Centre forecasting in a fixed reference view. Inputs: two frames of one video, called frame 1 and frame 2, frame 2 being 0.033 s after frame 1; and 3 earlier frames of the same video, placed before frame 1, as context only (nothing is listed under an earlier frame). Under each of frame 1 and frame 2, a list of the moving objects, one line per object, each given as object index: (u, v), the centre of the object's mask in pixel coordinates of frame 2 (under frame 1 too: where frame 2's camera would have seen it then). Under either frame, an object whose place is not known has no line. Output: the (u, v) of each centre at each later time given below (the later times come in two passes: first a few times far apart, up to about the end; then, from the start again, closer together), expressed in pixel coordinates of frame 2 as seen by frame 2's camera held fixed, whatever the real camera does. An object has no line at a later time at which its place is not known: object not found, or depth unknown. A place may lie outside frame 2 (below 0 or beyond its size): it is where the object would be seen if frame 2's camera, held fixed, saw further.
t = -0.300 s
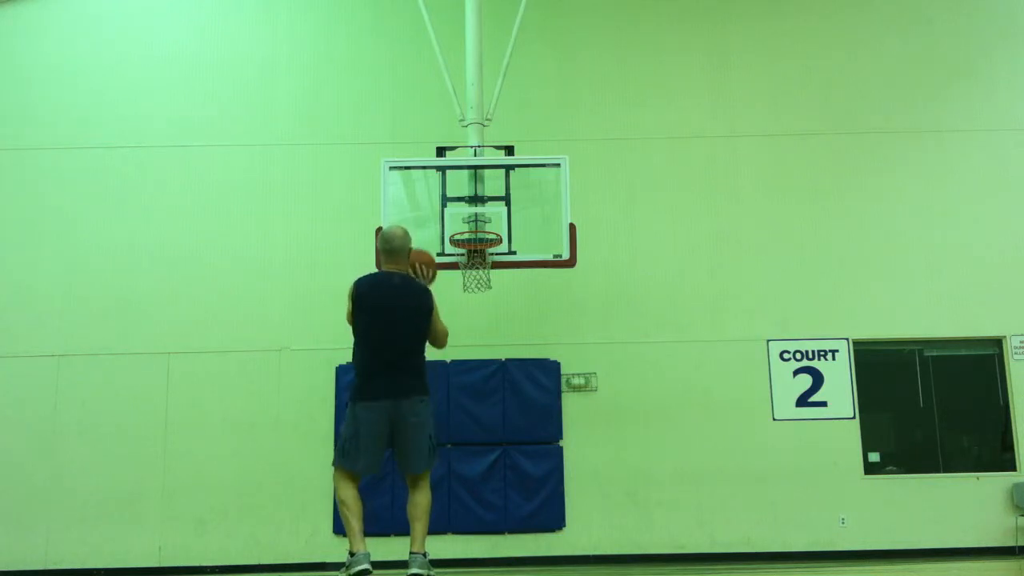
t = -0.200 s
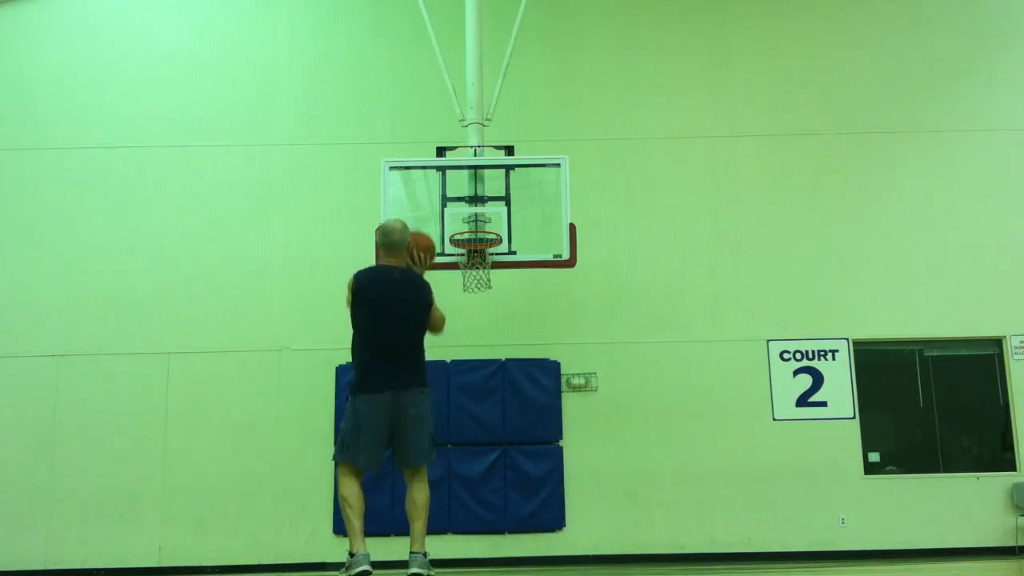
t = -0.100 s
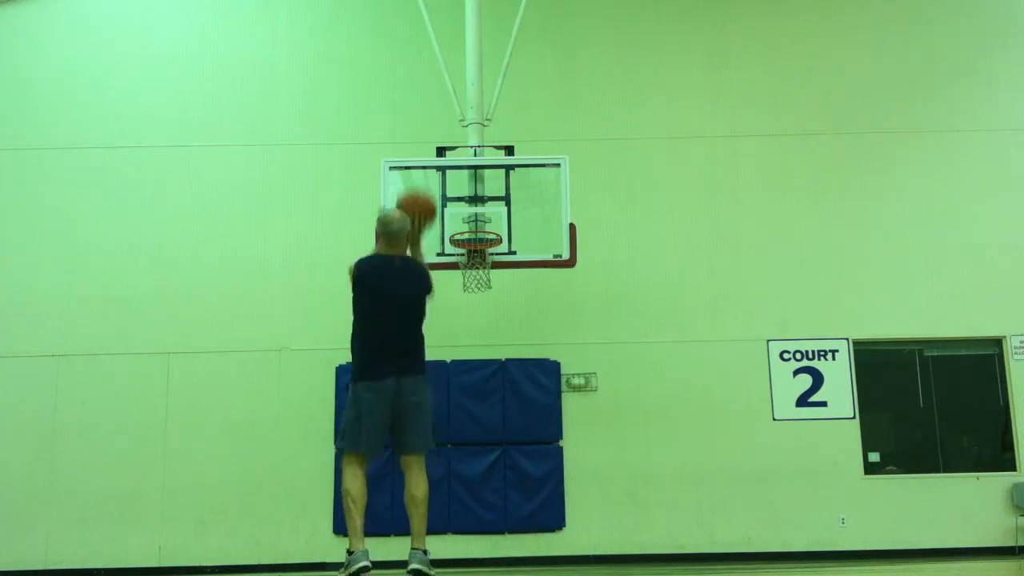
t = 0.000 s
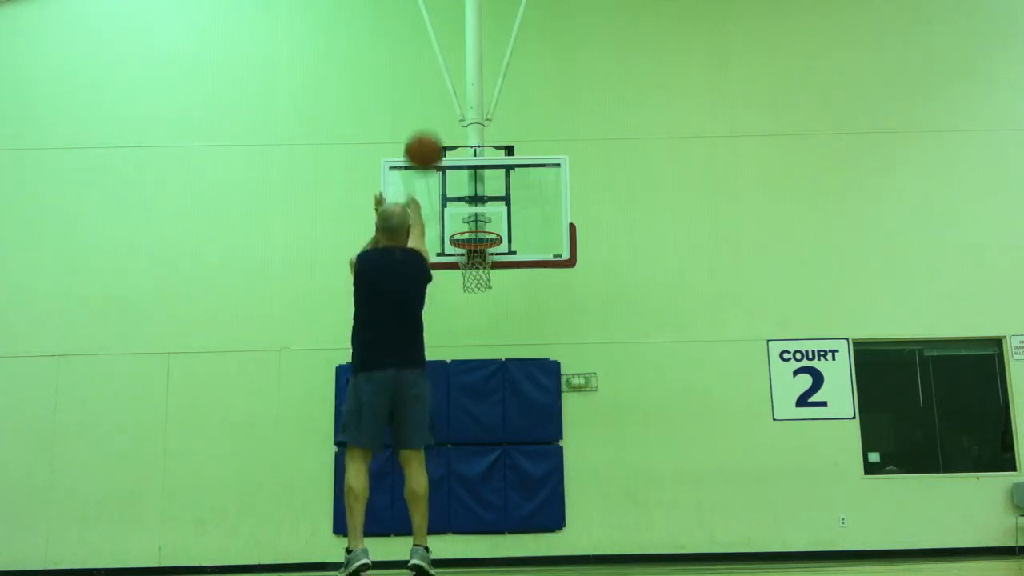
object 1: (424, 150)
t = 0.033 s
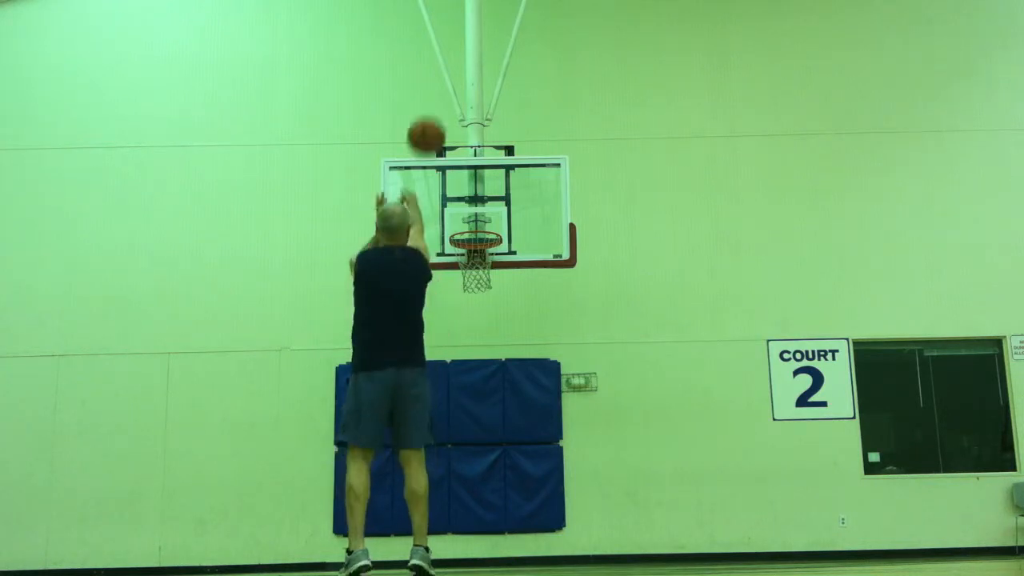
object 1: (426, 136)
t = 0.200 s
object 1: (438, 91)
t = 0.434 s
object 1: (452, 92)
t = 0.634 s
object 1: (462, 139)
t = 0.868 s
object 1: (473, 237)
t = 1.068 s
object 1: (477, 269)
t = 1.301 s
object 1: (480, 319)
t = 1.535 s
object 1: (478, 430)
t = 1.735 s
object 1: (479, 534)
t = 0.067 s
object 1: (429, 123)
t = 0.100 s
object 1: (431, 112)
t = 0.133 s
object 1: (434, 103)
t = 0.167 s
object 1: (436, 96)
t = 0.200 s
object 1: (438, 91)
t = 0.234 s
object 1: (440, 87)
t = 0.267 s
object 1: (443, 85)
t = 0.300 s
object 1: (445, 84)
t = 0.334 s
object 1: (446, 84)
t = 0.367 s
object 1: (448, 86)
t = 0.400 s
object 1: (450, 88)
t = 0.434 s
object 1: (452, 92)
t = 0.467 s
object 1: (454, 97)
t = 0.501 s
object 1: (456, 104)
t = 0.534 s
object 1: (457, 111)
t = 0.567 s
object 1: (459, 120)
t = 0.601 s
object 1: (461, 128)
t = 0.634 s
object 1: (462, 139)
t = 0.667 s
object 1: (464, 150)
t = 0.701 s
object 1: (465, 163)
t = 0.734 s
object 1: (467, 176)
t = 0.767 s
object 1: (469, 191)
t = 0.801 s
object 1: (470, 204)
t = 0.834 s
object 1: (472, 219)
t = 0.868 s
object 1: (473, 237)
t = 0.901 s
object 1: (476, 253)
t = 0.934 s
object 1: (476, 263)
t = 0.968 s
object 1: (477, 263)
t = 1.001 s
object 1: (477, 265)
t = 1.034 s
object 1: (477, 267)
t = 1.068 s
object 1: (477, 269)
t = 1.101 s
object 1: (475, 278)
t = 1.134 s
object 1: (476, 282)
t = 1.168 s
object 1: (477, 288)
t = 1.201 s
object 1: (478, 293)
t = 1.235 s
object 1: (478, 301)
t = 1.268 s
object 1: (479, 308)
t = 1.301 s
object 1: (480, 319)
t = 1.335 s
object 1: (480, 329)
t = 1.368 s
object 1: (482, 341)
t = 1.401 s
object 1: (484, 354)
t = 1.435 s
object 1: (485, 373)
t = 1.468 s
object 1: (487, 386)
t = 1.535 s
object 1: (478, 430)
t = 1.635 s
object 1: (480, 497)
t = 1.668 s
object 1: (480, 528)
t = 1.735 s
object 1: (479, 534)
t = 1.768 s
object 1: (478, 513)
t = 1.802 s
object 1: (478, 496)
